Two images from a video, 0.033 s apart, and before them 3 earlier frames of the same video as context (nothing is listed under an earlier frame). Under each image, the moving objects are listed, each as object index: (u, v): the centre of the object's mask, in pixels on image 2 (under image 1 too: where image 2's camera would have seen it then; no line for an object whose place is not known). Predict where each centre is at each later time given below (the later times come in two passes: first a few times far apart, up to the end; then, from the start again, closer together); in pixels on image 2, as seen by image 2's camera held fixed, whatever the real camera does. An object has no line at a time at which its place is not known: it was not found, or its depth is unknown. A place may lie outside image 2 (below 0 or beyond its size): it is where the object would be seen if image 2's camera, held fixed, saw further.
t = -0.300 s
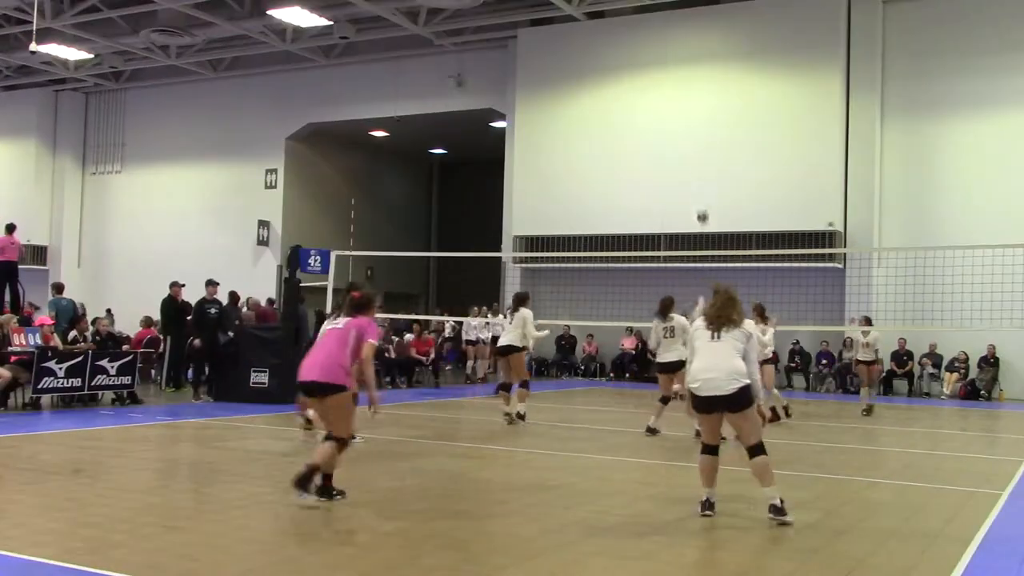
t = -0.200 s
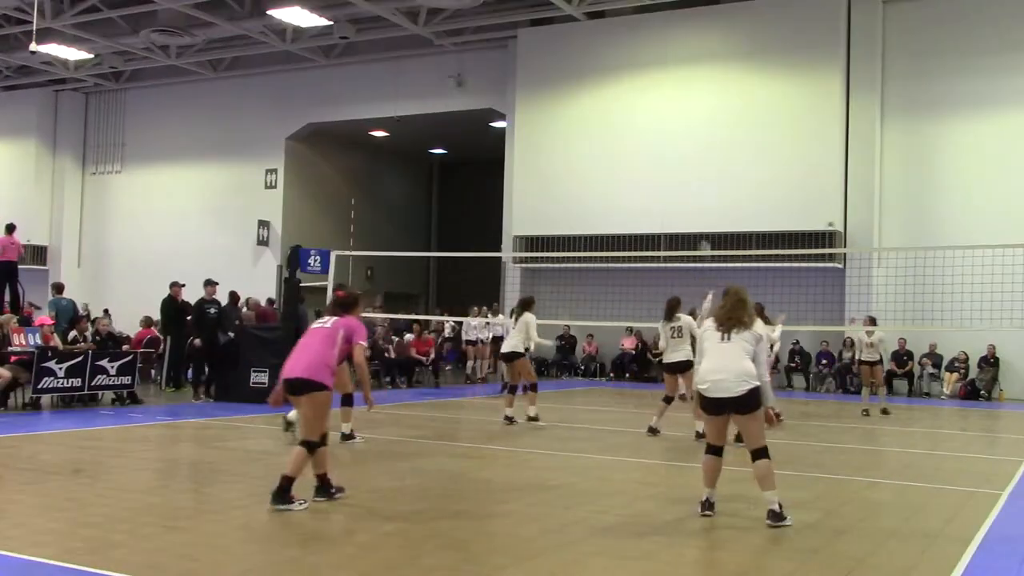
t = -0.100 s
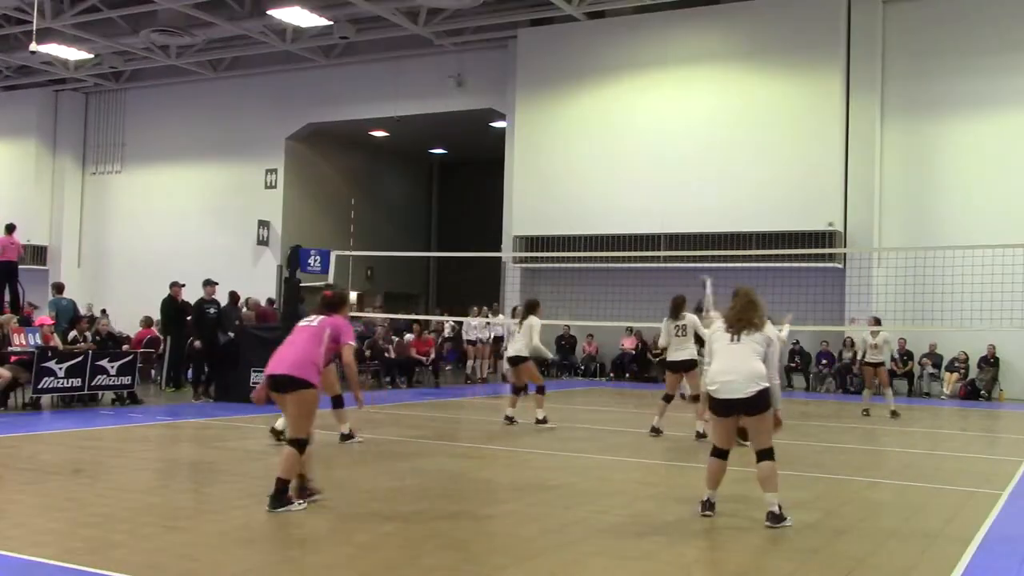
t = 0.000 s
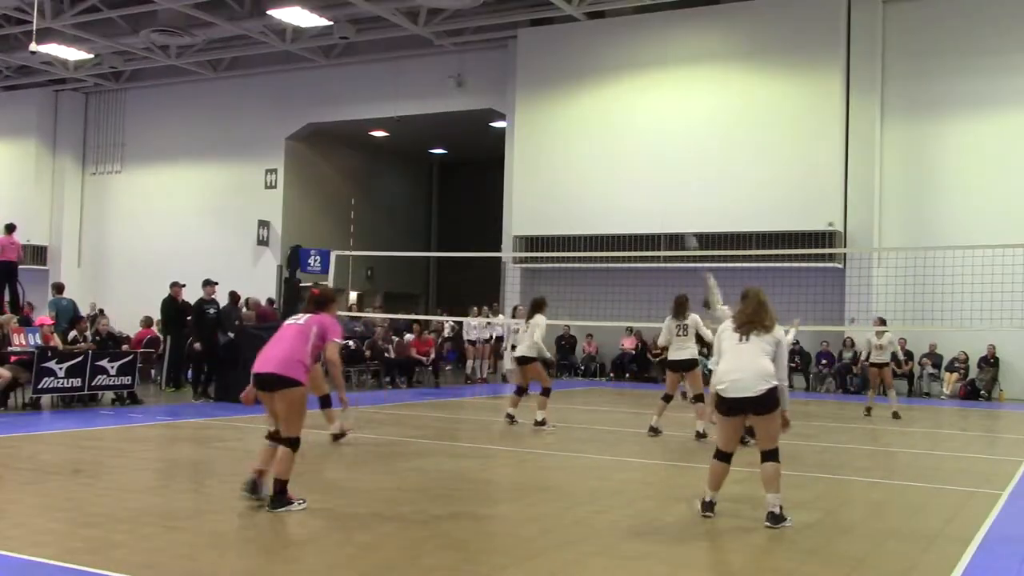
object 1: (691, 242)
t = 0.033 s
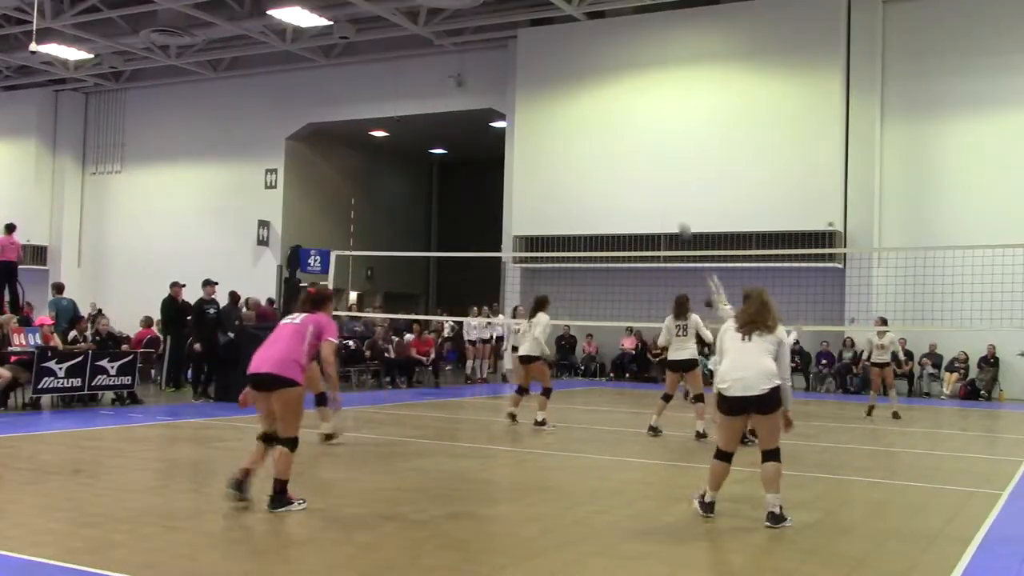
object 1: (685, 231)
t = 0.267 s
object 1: (651, 165)
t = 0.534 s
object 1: (615, 133)
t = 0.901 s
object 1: (566, 158)
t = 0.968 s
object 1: (557, 172)
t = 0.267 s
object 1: (651, 165)
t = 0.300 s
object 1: (646, 158)
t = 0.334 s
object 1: (642, 153)
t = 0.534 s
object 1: (615, 133)
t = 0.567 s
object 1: (610, 132)
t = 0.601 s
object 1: (606, 132)
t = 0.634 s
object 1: (601, 132)
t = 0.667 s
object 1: (597, 133)
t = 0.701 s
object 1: (593, 135)
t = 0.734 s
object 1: (588, 137)
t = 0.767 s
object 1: (583, 140)
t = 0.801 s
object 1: (579, 144)
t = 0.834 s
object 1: (575, 148)
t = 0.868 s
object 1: (570, 153)
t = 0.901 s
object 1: (566, 158)
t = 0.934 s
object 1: (562, 164)
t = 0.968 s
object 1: (557, 172)
